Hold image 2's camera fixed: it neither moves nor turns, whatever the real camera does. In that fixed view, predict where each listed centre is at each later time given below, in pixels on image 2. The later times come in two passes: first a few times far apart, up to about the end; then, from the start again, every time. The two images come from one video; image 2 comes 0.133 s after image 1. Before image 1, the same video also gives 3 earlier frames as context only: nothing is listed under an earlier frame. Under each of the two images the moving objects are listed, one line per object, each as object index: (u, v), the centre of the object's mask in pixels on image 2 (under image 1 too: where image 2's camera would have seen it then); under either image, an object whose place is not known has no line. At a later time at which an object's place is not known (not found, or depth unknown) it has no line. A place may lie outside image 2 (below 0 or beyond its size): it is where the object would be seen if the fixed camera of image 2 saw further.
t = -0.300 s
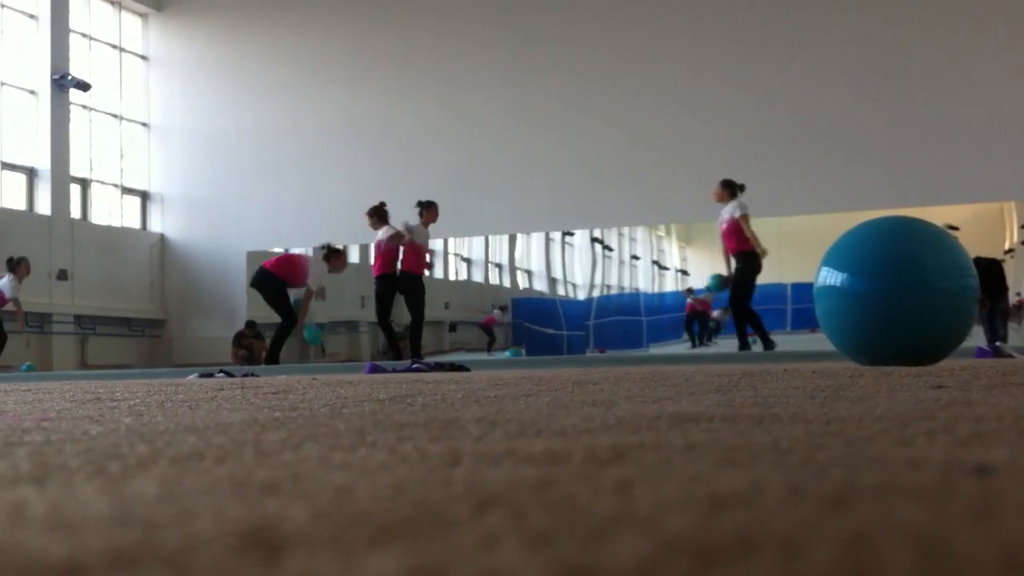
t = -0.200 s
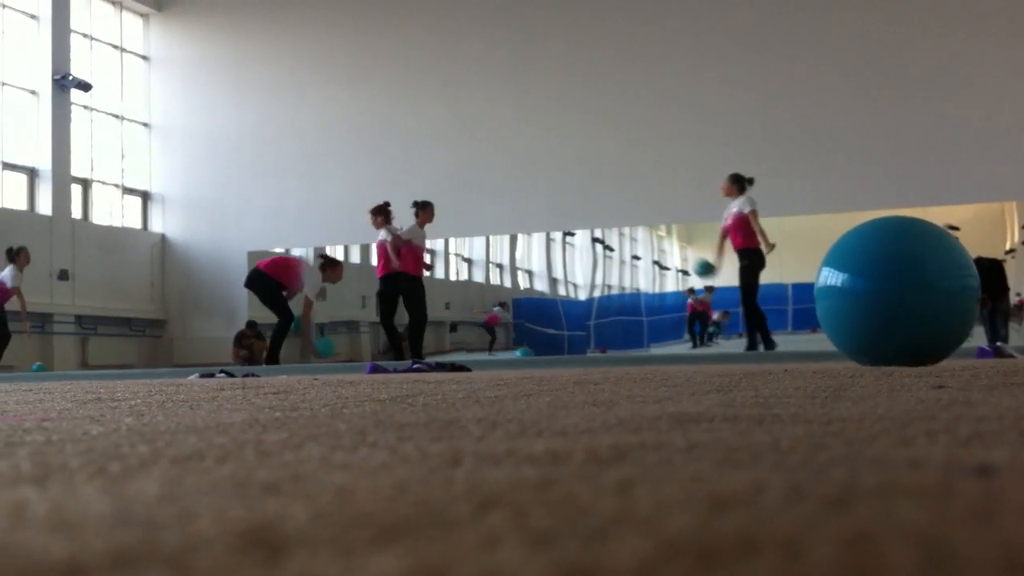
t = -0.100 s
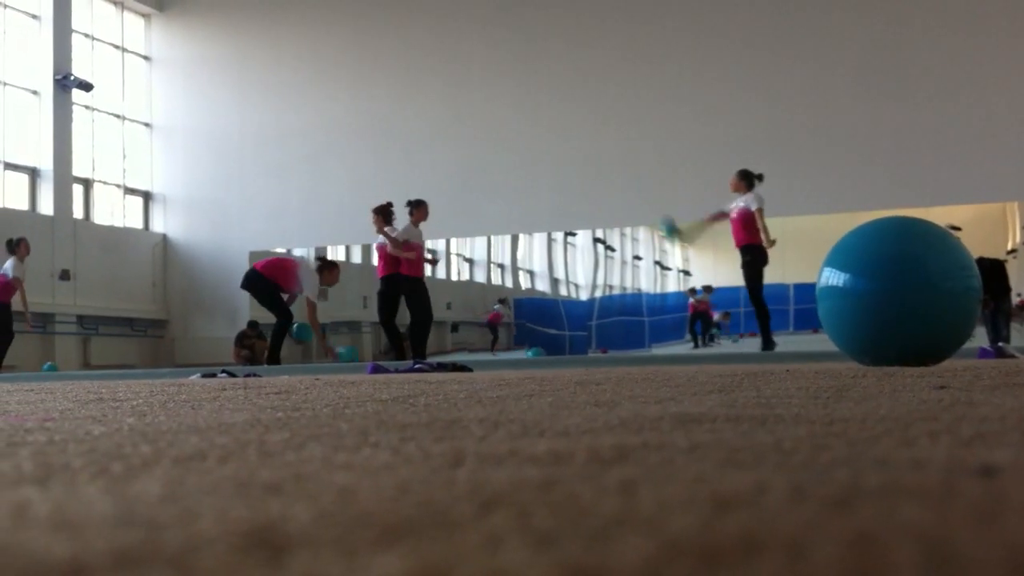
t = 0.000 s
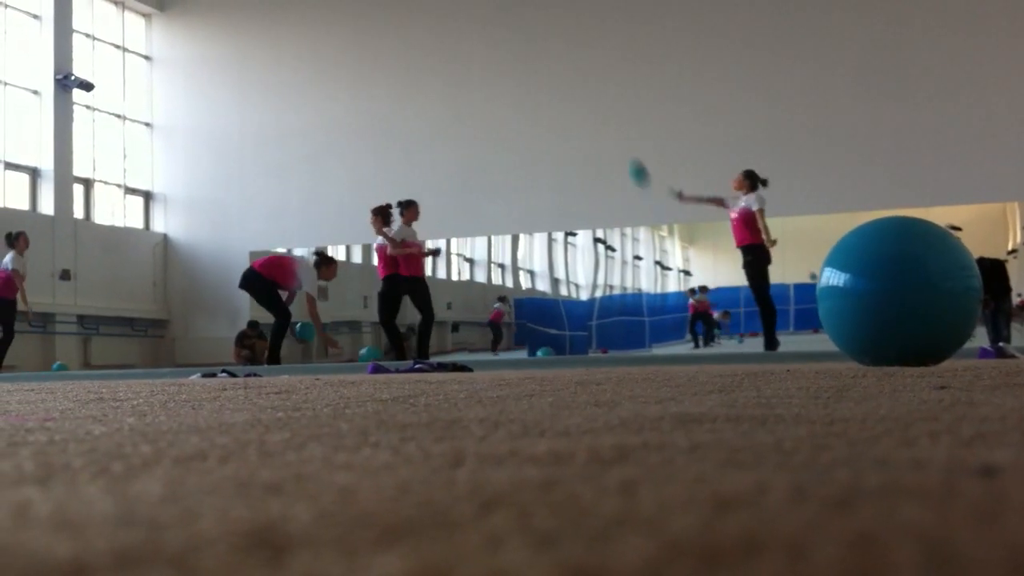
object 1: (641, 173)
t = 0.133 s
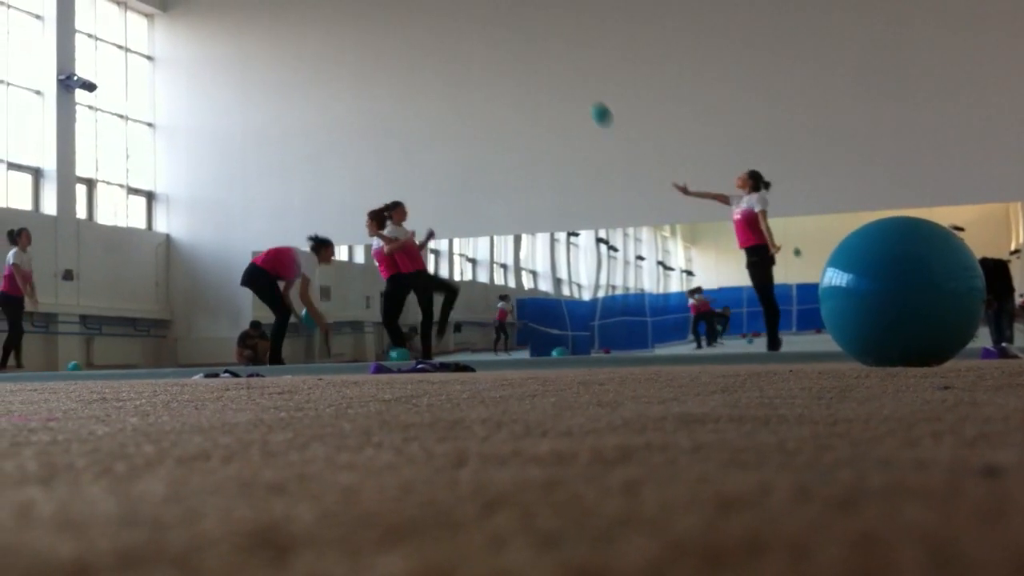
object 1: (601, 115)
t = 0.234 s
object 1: (573, 84)
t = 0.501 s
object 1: (502, 54)
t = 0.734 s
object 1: (445, 86)
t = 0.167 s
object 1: (591, 103)
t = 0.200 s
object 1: (583, 92)
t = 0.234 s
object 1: (573, 84)
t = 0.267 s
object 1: (563, 75)
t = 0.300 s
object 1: (555, 70)
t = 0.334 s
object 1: (546, 64)
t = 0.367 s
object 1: (537, 60)
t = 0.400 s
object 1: (528, 57)
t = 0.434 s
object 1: (519, 55)
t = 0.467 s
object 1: (510, 54)
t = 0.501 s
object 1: (502, 54)
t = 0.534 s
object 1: (493, 56)
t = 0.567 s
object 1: (485, 59)
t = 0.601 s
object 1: (477, 62)
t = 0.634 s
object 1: (468, 67)
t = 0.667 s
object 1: (461, 72)
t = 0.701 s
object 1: (453, 79)
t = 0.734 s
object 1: (445, 86)
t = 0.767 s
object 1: (437, 95)
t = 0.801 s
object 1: (429, 105)
